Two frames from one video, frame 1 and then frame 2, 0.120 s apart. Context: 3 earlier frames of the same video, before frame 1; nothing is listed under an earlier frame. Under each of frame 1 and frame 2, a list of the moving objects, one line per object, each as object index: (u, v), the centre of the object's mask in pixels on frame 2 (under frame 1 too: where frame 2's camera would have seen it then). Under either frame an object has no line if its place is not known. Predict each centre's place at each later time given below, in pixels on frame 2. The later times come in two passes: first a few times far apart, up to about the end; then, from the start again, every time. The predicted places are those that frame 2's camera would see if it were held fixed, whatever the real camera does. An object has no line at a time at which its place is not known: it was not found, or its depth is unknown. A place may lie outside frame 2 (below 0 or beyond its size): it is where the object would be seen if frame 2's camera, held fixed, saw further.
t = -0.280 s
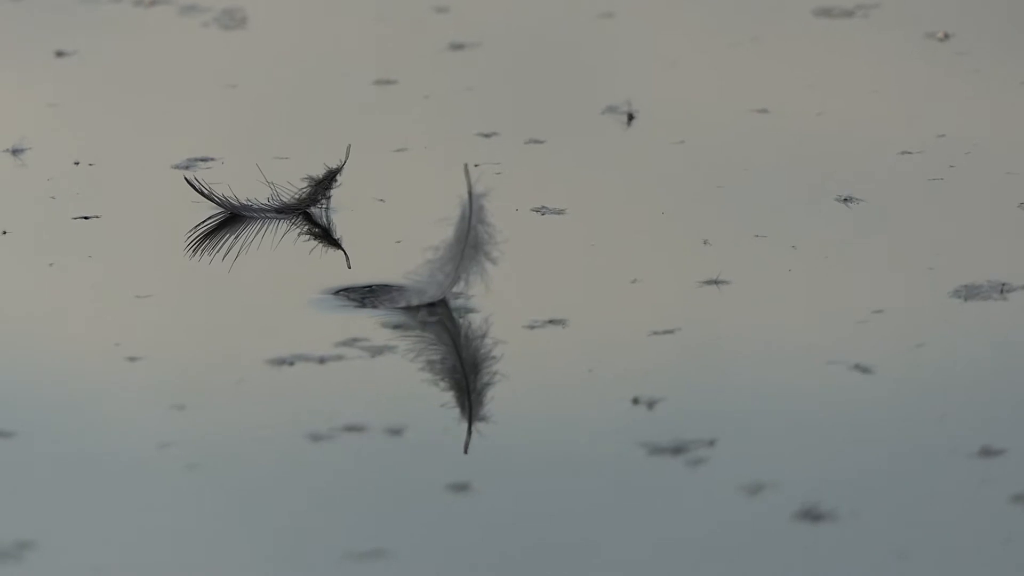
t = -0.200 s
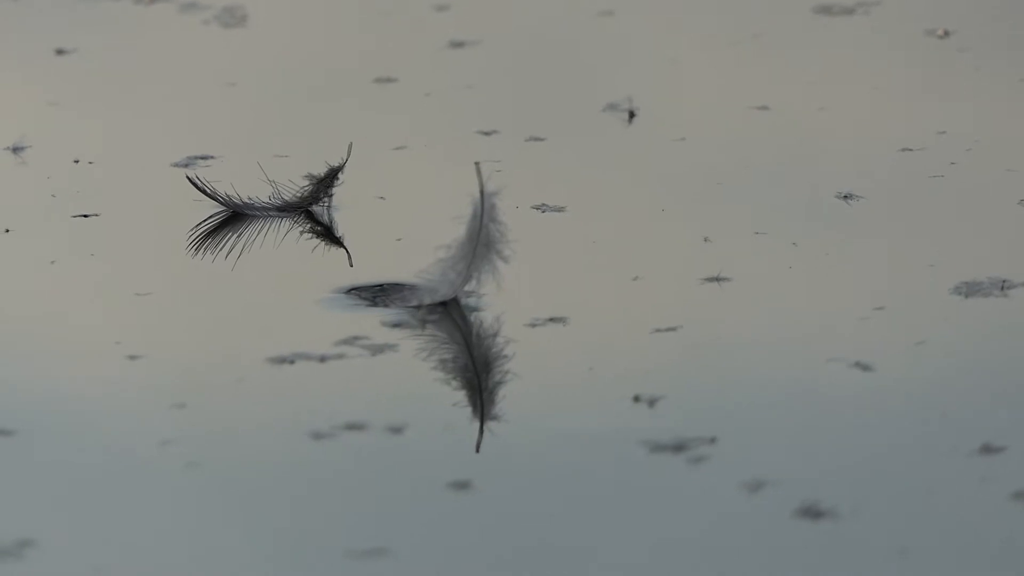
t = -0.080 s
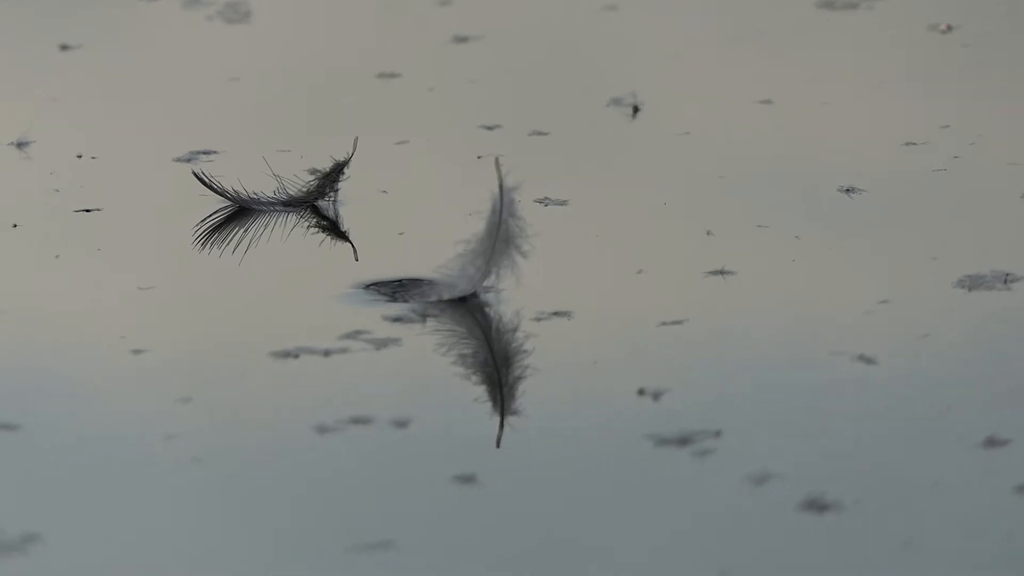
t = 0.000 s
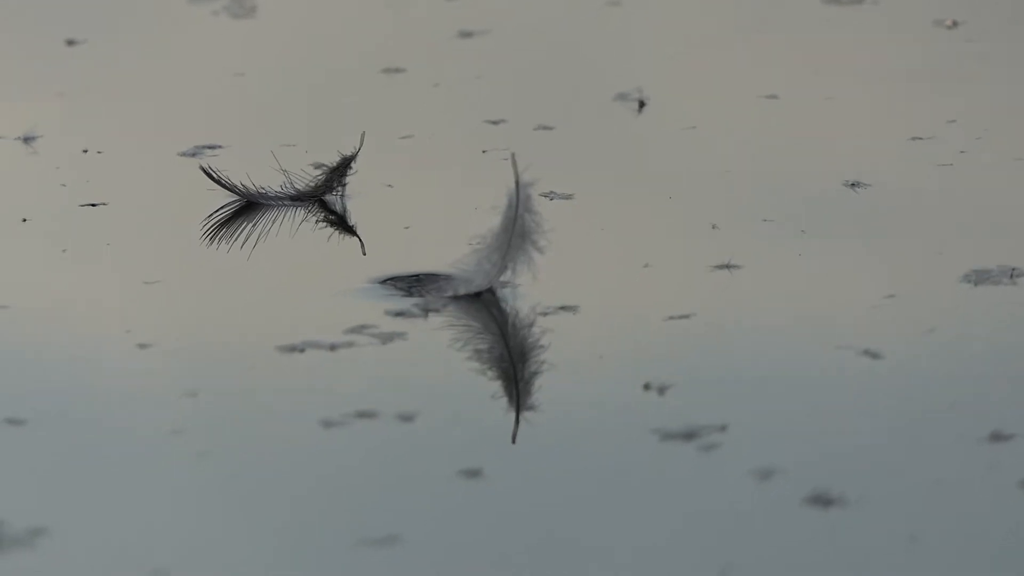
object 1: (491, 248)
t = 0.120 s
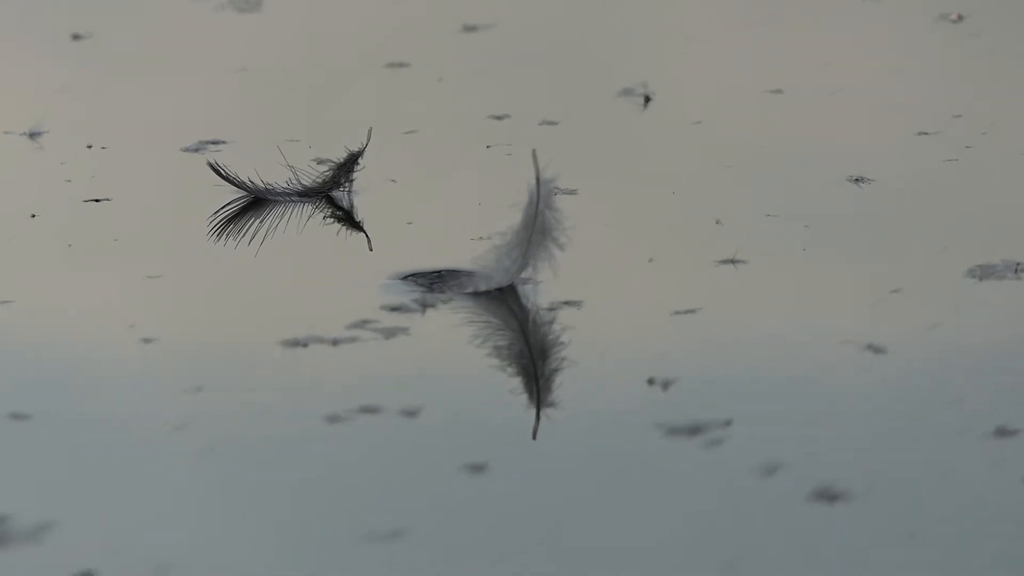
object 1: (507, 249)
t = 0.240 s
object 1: (524, 250)
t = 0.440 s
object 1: (556, 254)
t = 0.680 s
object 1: (602, 256)
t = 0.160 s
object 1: (513, 249)
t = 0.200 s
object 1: (518, 250)
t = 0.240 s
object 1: (524, 250)
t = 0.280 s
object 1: (530, 251)
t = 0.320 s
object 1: (537, 252)
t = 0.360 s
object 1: (543, 253)
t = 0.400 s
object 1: (549, 253)
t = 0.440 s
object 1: (556, 254)
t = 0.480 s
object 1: (564, 254)
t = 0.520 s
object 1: (572, 254)
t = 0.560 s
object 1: (580, 254)
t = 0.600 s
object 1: (587, 255)
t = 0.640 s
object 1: (595, 255)
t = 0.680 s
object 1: (602, 256)
